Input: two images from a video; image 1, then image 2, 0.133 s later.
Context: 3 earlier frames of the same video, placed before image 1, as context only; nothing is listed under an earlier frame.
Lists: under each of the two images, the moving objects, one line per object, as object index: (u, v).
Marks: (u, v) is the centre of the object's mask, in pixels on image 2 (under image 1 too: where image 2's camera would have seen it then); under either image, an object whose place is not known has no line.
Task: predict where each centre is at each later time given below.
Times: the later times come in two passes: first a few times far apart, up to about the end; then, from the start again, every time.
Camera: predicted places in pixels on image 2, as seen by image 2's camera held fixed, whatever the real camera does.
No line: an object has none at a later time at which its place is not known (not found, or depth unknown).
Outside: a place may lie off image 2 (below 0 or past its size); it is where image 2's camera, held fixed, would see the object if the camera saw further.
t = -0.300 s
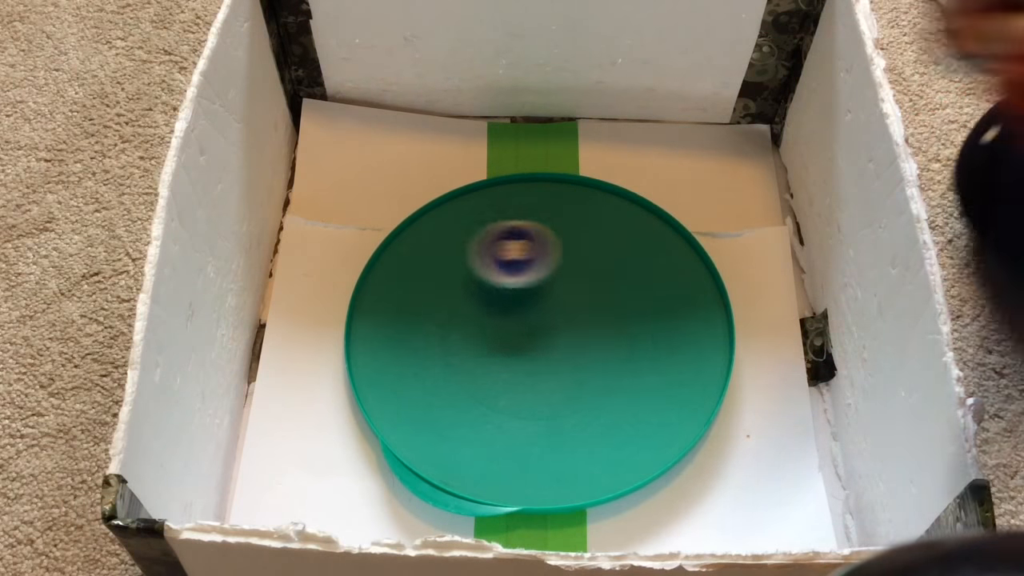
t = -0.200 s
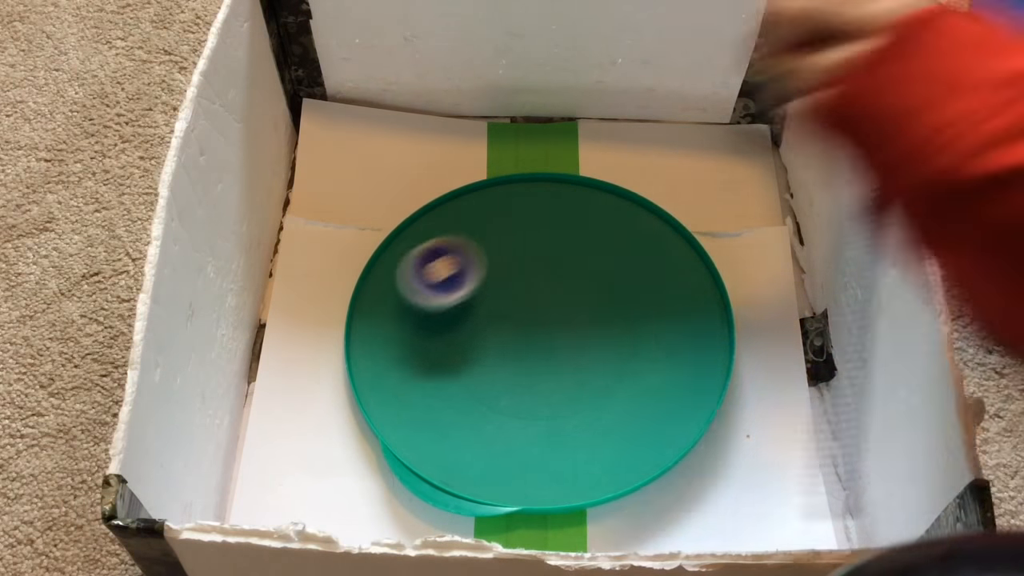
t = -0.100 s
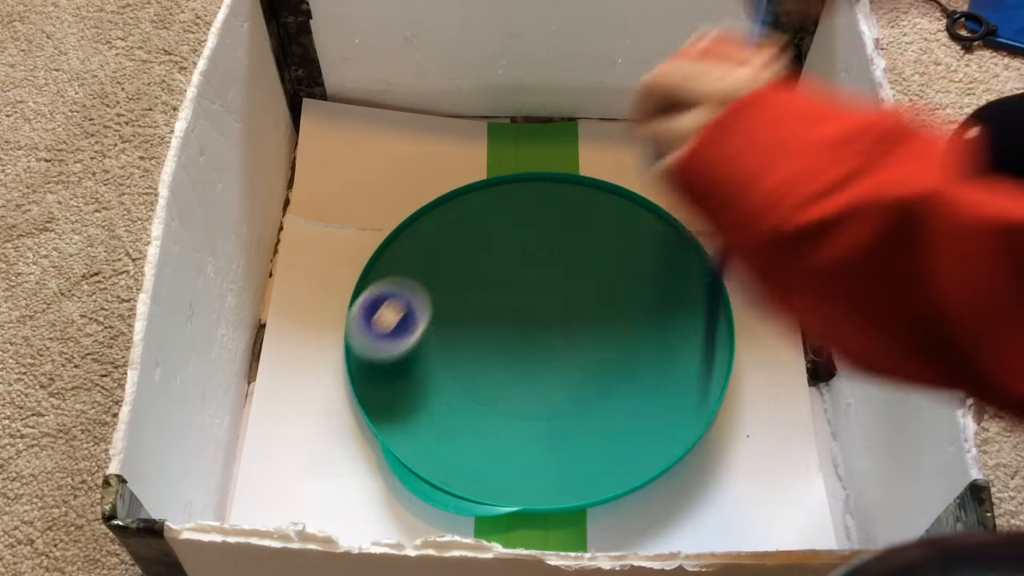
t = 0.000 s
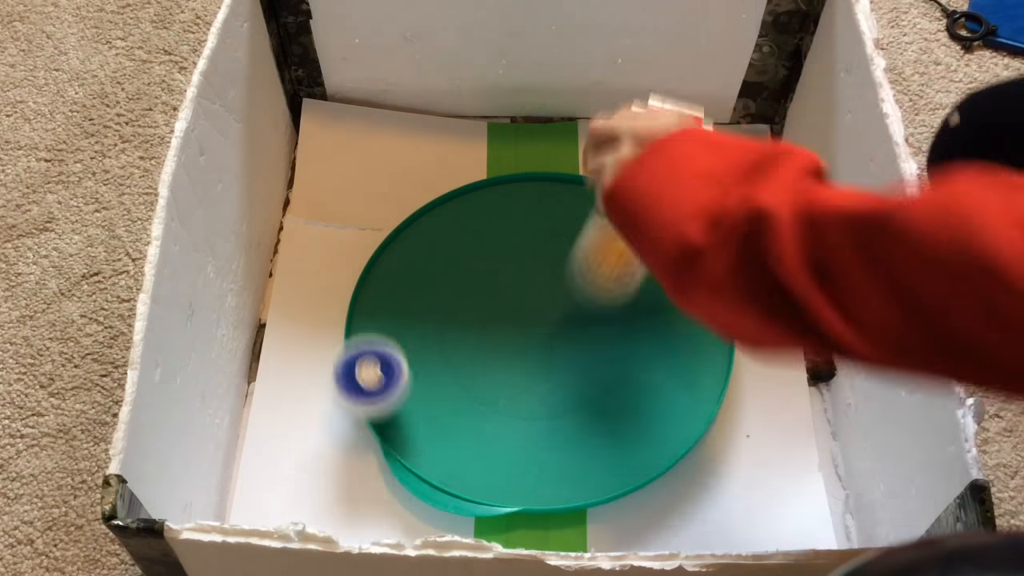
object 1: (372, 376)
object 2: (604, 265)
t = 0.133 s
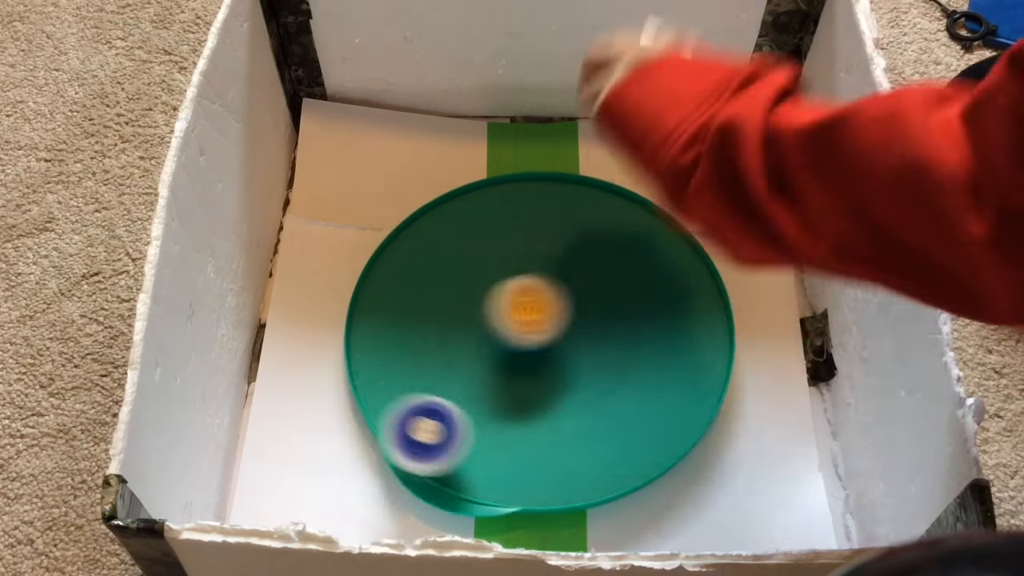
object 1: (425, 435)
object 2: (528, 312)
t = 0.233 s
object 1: (486, 436)
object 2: (454, 338)
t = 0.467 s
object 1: (577, 332)
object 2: (437, 371)
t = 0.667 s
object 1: (514, 232)
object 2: (514, 356)
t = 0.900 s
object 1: (391, 241)
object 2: (526, 413)
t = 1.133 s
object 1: (384, 335)
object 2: (501, 438)
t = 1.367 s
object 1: (361, 345)
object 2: (616, 441)
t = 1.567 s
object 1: (368, 310)
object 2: (639, 382)
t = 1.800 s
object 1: (376, 278)
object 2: (631, 320)
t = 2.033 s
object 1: (412, 259)
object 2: (670, 276)
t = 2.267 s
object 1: (469, 249)
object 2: (671, 251)
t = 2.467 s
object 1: (528, 239)
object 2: (647, 220)
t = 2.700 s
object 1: (453, 311)
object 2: (630, 214)
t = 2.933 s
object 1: (430, 444)
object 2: (568, 296)
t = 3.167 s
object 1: (506, 466)
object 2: (476, 295)
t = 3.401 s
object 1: (505, 458)
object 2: (366, 284)
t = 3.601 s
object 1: (495, 399)
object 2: (386, 316)
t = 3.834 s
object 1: (436, 310)
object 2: (395, 383)
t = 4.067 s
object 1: (378, 270)
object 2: (452, 453)
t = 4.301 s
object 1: (391, 265)
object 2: (554, 460)
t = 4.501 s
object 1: (416, 269)
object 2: (649, 440)
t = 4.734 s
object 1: (486, 280)
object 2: (707, 368)
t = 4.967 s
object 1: (570, 262)
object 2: (712, 281)
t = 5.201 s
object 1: (576, 241)
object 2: (663, 213)
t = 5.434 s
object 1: (464, 280)
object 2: (583, 221)
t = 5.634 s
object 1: (384, 323)
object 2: (500, 195)
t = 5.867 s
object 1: (379, 370)
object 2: (425, 221)
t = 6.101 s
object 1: (411, 374)
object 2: (375, 284)
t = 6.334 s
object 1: (470, 331)
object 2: (371, 366)
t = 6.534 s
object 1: (497, 277)
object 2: (412, 433)
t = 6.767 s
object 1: (492, 226)
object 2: (502, 469)
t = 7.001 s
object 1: (481, 226)
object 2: (599, 447)
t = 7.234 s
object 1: (486, 268)
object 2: (656, 379)
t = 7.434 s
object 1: (523, 311)
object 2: (660, 310)
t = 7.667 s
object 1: (573, 343)
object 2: (619, 242)
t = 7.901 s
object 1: (604, 334)
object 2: (541, 204)
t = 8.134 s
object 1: (571, 304)
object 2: (455, 204)
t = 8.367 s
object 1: (500, 289)
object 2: (385, 250)
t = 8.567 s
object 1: (438, 291)
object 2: (363, 312)
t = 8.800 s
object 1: (529, 285)
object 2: (438, 401)
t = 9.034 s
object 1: (577, 321)
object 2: (491, 431)
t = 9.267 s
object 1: (644, 327)
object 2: (474, 441)
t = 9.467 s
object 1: (681, 320)
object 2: (409, 423)
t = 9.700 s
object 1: (651, 326)
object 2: (348, 358)
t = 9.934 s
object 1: (572, 301)
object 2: (311, 298)
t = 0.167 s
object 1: (445, 439)
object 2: (503, 317)
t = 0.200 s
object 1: (465, 440)
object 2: (479, 327)
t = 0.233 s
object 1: (486, 436)
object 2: (454, 338)
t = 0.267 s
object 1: (507, 429)
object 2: (429, 350)
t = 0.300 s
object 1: (527, 419)
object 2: (403, 362)
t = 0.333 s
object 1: (544, 407)
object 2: (382, 375)
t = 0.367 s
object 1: (558, 391)
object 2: (376, 383)
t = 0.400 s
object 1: (568, 372)
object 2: (397, 380)
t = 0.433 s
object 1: (574, 353)
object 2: (418, 375)
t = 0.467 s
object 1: (577, 332)
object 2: (437, 371)
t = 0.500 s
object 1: (576, 311)
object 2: (454, 367)
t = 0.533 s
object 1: (571, 292)
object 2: (470, 363)
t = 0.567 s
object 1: (561, 274)
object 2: (484, 359)
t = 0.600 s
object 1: (548, 257)
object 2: (496, 357)
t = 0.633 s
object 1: (531, 243)
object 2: (506, 356)
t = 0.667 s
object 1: (514, 232)
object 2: (514, 356)
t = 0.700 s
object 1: (494, 223)
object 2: (520, 359)
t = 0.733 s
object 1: (474, 219)
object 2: (524, 363)
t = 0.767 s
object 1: (455, 217)
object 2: (527, 369)
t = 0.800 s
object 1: (435, 218)
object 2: (528, 377)
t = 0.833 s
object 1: (416, 221)
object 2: (528, 387)
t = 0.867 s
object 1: (400, 227)
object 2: (527, 399)
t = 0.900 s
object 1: (391, 241)
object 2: (526, 413)
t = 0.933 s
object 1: (383, 254)
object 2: (523, 430)
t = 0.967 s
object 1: (377, 267)
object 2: (519, 448)
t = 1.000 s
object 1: (372, 281)
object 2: (514, 468)
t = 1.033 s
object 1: (371, 294)
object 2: (510, 481)
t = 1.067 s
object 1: (373, 308)
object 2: (507, 466)
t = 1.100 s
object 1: (376, 321)
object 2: (504, 452)
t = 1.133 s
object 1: (384, 335)
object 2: (501, 438)
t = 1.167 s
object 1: (394, 348)
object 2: (499, 425)
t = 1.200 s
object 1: (408, 359)
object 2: (496, 415)
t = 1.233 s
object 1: (419, 367)
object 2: (500, 409)
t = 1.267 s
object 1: (406, 362)
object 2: (531, 415)
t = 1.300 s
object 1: (390, 356)
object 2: (562, 422)
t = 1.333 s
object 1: (377, 351)
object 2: (590, 432)
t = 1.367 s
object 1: (361, 345)
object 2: (616, 441)
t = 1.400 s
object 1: (362, 338)
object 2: (640, 451)
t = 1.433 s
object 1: (367, 332)
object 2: (647, 440)
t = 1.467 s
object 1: (370, 327)
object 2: (646, 425)
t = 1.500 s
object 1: (371, 321)
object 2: (644, 409)
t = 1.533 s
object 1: (371, 315)
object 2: (641, 395)
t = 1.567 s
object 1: (368, 310)
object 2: (639, 382)
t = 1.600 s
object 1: (363, 303)
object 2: (636, 370)
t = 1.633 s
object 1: (363, 297)
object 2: (634, 360)
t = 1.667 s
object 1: (367, 294)
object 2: (631, 350)
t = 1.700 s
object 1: (370, 290)
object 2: (629, 342)
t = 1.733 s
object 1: (371, 286)
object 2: (628, 334)
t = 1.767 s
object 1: (373, 282)
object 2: (629, 327)
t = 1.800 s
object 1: (376, 278)
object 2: (631, 320)
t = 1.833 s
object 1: (380, 274)
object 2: (633, 314)
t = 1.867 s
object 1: (383, 271)
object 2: (636, 309)
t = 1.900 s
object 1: (388, 269)
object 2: (640, 303)
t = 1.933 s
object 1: (394, 266)
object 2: (645, 297)
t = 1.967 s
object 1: (399, 264)
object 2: (652, 291)
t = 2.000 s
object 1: (405, 262)
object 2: (660, 284)
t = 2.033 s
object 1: (412, 259)
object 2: (670, 276)
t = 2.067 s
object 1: (418, 257)
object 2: (679, 269)
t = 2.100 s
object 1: (426, 256)
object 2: (692, 260)
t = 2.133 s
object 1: (434, 254)
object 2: (702, 251)
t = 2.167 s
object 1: (442, 252)
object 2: (694, 252)
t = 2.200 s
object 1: (451, 251)
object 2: (685, 253)
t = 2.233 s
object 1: (460, 250)
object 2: (678, 253)
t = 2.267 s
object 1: (469, 249)
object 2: (671, 251)
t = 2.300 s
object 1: (478, 249)
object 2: (665, 249)
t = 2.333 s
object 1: (487, 248)
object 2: (660, 246)
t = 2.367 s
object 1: (496, 247)
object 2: (656, 241)
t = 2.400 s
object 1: (507, 245)
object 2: (652, 235)
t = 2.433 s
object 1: (518, 242)
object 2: (650, 227)
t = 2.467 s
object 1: (528, 239)
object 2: (647, 220)
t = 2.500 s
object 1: (538, 236)
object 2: (642, 214)
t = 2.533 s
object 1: (545, 233)
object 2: (639, 209)
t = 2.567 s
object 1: (551, 231)
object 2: (633, 205)
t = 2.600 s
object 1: (556, 229)
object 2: (628, 201)
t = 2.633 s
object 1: (540, 243)
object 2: (631, 194)
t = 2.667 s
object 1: (495, 278)
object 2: (635, 195)
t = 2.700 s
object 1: (453, 311)
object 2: (630, 214)
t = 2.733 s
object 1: (413, 342)
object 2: (624, 230)
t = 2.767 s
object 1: (385, 369)
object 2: (618, 243)
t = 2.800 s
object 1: (369, 393)
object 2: (609, 254)
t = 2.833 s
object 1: (383, 402)
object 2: (600, 268)
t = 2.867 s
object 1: (399, 418)
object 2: (590, 280)
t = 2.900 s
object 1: (415, 434)
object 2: (580, 287)
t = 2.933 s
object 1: (430, 444)
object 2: (568, 296)
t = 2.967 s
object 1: (446, 453)
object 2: (556, 303)
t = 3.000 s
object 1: (459, 464)
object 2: (544, 305)
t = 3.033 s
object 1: (472, 465)
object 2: (532, 308)
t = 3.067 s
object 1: (486, 465)
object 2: (519, 306)
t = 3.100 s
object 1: (496, 465)
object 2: (505, 303)
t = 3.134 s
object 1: (503, 465)
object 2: (492, 300)
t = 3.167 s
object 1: (506, 466)
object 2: (476, 295)
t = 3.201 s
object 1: (507, 468)
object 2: (459, 291)
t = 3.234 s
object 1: (508, 470)
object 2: (442, 287)
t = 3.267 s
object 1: (508, 470)
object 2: (424, 284)
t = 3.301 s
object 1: (507, 469)
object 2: (406, 281)
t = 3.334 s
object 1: (507, 467)
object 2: (390, 281)
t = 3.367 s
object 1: (506, 463)
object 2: (370, 281)
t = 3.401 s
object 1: (505, 458)
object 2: (366, 284)
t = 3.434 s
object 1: (505, 451)
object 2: (375, 292)
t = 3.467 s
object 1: (504, 443)
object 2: (380, 296)
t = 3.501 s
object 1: (503, 434)
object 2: (384, 300)
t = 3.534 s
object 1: (501, 424)
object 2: (387, 305)
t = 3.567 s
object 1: (499, 413)
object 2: (387, 310)
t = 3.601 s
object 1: (495, 399)
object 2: (386, 316)
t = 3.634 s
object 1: (491, 385)
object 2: (383, 324)
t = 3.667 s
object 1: (484, 371)
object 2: (379, 333)
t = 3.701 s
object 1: (476, 358)
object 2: (374, 344)
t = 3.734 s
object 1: (467, 344)
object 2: (369, 354)
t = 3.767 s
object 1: (457, 333)
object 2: (371, 368)
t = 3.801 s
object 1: (447, 322)
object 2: (384, 376)
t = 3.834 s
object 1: (436, 310)
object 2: (395, 383)
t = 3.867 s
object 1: (423, 300)
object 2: (405, 390)
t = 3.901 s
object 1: (410, 291)
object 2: (414, 397)
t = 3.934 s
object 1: (399, 285)
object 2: (421, 406)
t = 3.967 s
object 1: (387, 278)
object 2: (428, 417)
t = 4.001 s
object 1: (377, 271)
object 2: (435, 428)
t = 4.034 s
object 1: (372, 267)
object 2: (443, 441)
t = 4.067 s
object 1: (378, 270)
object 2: (452, 453)
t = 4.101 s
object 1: (384, 271)
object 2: (464, 465)
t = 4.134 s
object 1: (386, 271)
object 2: (482, 464)
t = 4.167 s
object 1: (387, 270)
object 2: (498, 460)
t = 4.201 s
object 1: (388, 268)
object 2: (512, 458)
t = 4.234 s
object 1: (388, 266)
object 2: (525, 458)
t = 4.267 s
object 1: (389, 265)
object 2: (539, 458)
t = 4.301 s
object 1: (391, 265)
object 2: (554, 460)
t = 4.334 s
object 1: (393, 265)
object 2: (570, 461)
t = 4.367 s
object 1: (396, 264)
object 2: (588, 461)
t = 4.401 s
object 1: (400, 265)
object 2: (605, 460)
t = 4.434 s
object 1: (405, 266)
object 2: (623, 457)
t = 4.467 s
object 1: (410, 267)
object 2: (638, 449)
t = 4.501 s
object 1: (416, 269)
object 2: (649, 440)
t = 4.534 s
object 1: (423, 271)
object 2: (659, 432)
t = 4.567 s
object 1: (432, 272)
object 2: (671, 423)
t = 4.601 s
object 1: (441, 274)
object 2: (682, 415)
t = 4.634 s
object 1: (451, 277)
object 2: (691, 402)
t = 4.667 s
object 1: (462, 278)
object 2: (696, 391)
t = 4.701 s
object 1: (474, 279)
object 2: (701, 379)
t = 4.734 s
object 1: (486, 280)
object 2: (707, 368)
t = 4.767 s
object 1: (499, 280)
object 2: (712, 356)
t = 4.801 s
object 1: (512, 279)
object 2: (716, 344)
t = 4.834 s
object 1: (525, 277)
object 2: (719, 329)
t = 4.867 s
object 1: (538, 275)
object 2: (718, 318)
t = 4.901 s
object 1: (549, 271)
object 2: (715, 307)
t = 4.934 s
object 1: (560, 267)
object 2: (713, 294)
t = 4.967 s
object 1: (570, 262)
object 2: (712, 281)
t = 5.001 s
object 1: (578, 256)
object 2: (708, 268)
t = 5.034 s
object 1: (586, 251)
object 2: (701, 257)
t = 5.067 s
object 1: (590, 247)
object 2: (696, 246)
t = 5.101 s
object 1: (592, 244)
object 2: (688, 235)
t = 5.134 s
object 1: (594, 240)
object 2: (679, 226)
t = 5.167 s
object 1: (594, 239)
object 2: (669, 215)
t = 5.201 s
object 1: (576, 241)
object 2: (663, 213)
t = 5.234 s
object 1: (557, 245)
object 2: (652, 217)
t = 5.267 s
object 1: (540, 250)
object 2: (639, 222)
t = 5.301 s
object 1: (524, 255)
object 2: (628, 224)
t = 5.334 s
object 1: (509, 261)
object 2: (617, 226)
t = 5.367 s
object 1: (493, 267)
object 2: (607, 226)
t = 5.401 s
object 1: (478, 273)
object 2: (595, 225)
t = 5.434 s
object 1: (464, 280)
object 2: (583, 221)
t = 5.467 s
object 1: (449, 286)
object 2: (572, 216)
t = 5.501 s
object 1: (435, 293)
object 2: (559, 211)
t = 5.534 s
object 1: (422, 300)
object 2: (544, 206)
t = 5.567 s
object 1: (408, 308)
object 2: (530, 202)
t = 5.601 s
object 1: (396, 315)
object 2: (515, 198)
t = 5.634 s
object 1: (384, 323)
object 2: (500, 195)
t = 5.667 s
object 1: (374, 331)
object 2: (486, 192)
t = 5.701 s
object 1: (364, 339)
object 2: (470, 190)
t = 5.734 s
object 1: (360, 348)
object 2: (455, 188)
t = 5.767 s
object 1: (368, 355)
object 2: (443, 194)
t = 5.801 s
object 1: (374, 361)
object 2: (438, 204)
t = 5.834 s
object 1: (378, 366)
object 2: (432, 213)
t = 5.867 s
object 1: (379, 370)
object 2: (425, 221)
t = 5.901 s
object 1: (381, 373)
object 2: (417, 228)
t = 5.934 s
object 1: (384, 375)
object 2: (407, 233)
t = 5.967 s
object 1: (388, 377)
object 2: (395, 240)
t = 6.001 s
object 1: (392, 377)
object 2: (383, 249)
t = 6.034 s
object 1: (397, 377)
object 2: (378, 259)
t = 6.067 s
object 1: (404, 375)
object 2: (376, 272)
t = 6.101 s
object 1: (411, 374)
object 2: (375, 284)
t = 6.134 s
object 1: (418, 370)
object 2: (371, 295)
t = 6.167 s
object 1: (428, 366)
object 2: (367, 306)
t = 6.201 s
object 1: (436, 361)
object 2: (363, 318)
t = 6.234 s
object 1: (446, 355)
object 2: (361, 331)
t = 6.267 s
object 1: (455, 348)
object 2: (365, 344)
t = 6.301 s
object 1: (463, 339)
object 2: (368, 354)
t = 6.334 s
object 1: (470, 331)
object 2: (371, 366)
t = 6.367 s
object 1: (477, 322)
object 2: (374, 378)
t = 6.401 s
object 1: (483, 313)
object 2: (379, 389)
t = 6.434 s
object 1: (487, 304)
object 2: (385, 402)
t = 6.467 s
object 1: (491, 295)
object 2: (393, 413)
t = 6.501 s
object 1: (494, 286)
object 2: (403, 423)
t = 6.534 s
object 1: (497, 277)
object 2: (412, 433)
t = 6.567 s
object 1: (498, 267)
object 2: (423, 442)
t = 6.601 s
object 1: (499, 259)
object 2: (435, 451)
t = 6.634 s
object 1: (499, 250)
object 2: (448, 456)
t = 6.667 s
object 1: (498, 242)
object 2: (461, 460)
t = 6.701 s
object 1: (497, 236)
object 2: (473, 464)
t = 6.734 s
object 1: (494, 230)
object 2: (487, 467)
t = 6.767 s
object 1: (492, 226)
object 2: (502, 469)
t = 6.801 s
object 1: (490, 224)
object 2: (518, 469)
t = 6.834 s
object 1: (488, 222)
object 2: (532, 468)
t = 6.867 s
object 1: (486, 221)
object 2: (547, 466)
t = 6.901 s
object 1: (485, 221)
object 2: (561, 463)
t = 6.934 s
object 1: (484, 222)
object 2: (575, 458)
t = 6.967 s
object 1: (483, 223)
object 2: (588, 453)
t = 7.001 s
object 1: (481, 226)
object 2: (599, 447)
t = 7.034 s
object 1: (480, 228)
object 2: (611, 439)
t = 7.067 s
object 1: (479, 233)
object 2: (621, 430)
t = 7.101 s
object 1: (478, 238)
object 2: (631, 421)
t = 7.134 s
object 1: (479, 244)
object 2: (639, 412)
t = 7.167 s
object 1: (480, 251)
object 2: (646, 401)
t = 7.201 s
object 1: (482, 259)
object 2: (652, 391)
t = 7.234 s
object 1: (486, 268)
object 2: (656, 379)
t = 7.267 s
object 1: (490, 276)
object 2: (660, 368)
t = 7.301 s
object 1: (495, 284)
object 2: (662, 356)
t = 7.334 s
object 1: (501, 292)
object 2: (663, 344)
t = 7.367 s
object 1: (508, 299)
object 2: (663, 333)
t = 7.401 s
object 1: (515, 306)
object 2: (662, 321)
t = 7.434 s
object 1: (523, 311)
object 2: (660, 310)
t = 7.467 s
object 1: (531, 315)
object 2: (657, 298)
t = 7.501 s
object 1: (538, 320)
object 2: (653, 289)
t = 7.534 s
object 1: (544, 327)
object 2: (648, 277)
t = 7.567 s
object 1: (549, 333)
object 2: (642, 268)
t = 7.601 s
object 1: (557, 337)
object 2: (635, 258)
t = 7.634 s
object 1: (565, 341)
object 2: (627, 249)
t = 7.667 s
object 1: (573, 343)
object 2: (619, 242)
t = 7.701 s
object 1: (581, 345)
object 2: (609, 234)
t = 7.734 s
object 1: (588, 345)
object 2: (599, 227)
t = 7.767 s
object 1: (595, 344)
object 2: (589, 220)
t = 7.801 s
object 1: (599, 342)
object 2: (577, 215)
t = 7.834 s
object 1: (602, 340)
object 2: (566, 211)
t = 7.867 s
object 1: (604, 338)
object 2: (554, 207)
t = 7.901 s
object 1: (604, 334)
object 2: (541, 204)
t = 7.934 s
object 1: (603, 330)
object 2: (529, 201)
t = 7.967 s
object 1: (601, 326)
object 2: (516, 200)
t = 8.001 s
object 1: (599, 321)
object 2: (504, 200)
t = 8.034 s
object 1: (594, 317)
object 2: (491, 199)
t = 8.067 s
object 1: (587, 312)
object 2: (478, 200)
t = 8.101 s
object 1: (580, 308)
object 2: (466, 202)
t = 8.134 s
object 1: (571, 304)
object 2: (455, 204)
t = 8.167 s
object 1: (561, 301)
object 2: (442, 208)
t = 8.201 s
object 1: (552, 298)
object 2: (429, 212)
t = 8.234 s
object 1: (542, 296)
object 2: (419, 218)
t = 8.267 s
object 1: (532, 294)
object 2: (407, 223)
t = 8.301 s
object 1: (522, 292)
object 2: (397, 231)
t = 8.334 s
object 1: (512, 290)
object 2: (391, 240)
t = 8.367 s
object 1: (500, 289)
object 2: (385, 250)
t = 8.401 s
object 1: (490, 289)
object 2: (380, 260)
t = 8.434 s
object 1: (479, 289)
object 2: (375, 267)
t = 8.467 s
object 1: (468, 289)
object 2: (370, 278)
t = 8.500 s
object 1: (457, 289)
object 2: (367, 290)
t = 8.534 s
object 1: (447, 290)
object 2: (365, 300)
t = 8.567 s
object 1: (438, 291)
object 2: (363, 312)
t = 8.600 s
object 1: (443, 291)
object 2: (358, 326)
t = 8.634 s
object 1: (464, 288)
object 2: (365, 340)
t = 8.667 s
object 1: (483, 284)
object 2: (381, 359)
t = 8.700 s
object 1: (499, 283)
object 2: (399, 376)
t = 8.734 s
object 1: (511, 283)
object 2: (412, 383)
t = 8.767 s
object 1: (521, 284)
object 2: (426, 394)
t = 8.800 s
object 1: (529, 285)
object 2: (438, 401)
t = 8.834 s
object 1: (537, 287)
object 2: (447, 407)
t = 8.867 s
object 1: (547, 290)
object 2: (454, 413)
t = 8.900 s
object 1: (555, 295)
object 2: (459, 418)
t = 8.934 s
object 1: (562, 300)
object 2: (464, 423)
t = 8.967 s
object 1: (568, 306)
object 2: (471, 427)
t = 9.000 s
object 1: (573, 314)
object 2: (481, 429)
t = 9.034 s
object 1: (577, 321)
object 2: (491, 431)
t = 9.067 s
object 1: (580, 329)
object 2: (503, 429)
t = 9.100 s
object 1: (581, 337)
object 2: (514, 426)
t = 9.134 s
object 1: (581, 345)
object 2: (523, 421)
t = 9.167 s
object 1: (582, 352)
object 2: (527, 418)
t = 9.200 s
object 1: (604, 346)
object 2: (510, 424)
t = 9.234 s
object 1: (624, 337)
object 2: (492, 434)
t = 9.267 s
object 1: (644, 327)
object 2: (474, 441)
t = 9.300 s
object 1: (656, 322)
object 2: (461, 445)
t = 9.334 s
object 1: (667, 318)
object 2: (451, 446)
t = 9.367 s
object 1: (675, 317)
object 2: (441, 441)
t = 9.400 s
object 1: (679, 318)
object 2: (432, 436)
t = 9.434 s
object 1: (681, 319)
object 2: (421, 430)
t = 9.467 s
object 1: (681, 320)
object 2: (409, 423)
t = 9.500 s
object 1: (682, 320)
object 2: (396, 417)
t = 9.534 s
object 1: (681, 321)
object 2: (388, 407)
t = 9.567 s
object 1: (679, 324)
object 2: (377, 396)
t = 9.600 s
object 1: (674, 326)
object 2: (367, 386)
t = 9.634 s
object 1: (667, 327)
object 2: (359, 377)
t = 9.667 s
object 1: (659, 327)
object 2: (352, 368)
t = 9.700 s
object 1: (651, 326)
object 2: (348, 358)
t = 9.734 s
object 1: (644, 324)
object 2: (344, 349)
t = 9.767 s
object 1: (636, 318)
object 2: (337, 339)
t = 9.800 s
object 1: (626, 316)
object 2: (332, 329)
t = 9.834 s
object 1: (612, 312)
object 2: (331, 315)
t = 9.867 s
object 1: (600, 308)
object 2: (332, 306)
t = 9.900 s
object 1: (585, 307)
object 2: (326, 298)
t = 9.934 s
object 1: (572, 301)
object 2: (311, 298)
